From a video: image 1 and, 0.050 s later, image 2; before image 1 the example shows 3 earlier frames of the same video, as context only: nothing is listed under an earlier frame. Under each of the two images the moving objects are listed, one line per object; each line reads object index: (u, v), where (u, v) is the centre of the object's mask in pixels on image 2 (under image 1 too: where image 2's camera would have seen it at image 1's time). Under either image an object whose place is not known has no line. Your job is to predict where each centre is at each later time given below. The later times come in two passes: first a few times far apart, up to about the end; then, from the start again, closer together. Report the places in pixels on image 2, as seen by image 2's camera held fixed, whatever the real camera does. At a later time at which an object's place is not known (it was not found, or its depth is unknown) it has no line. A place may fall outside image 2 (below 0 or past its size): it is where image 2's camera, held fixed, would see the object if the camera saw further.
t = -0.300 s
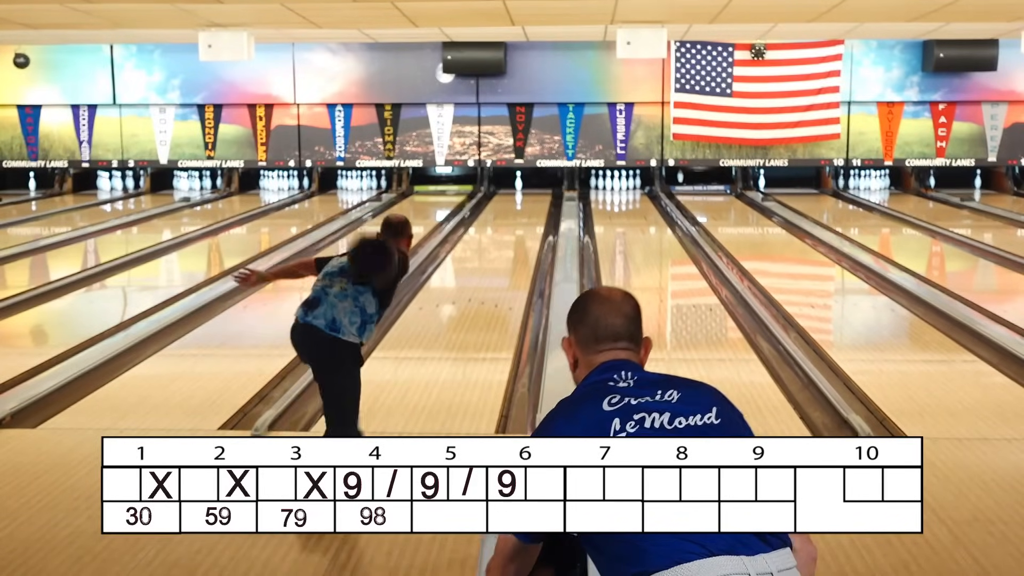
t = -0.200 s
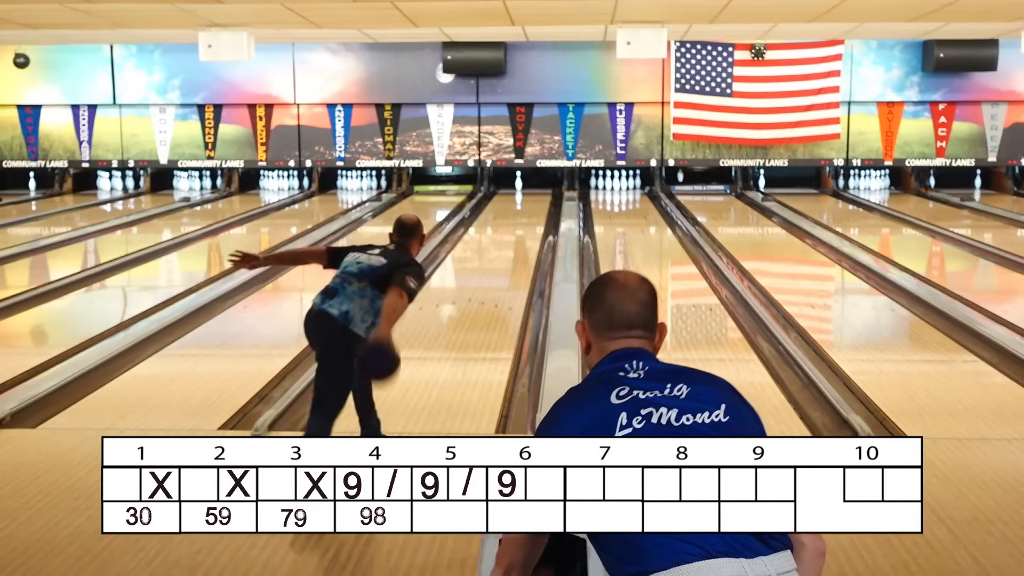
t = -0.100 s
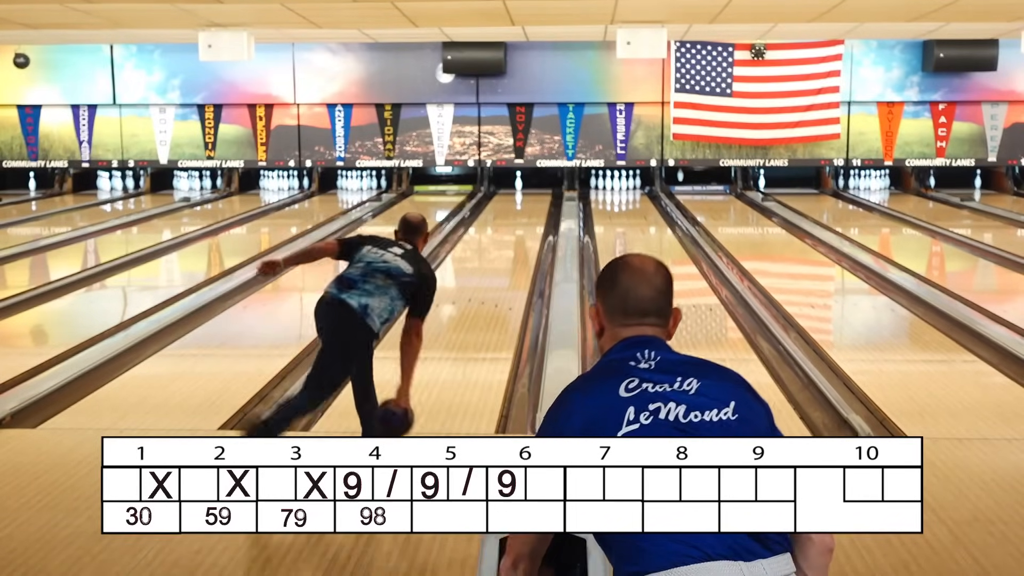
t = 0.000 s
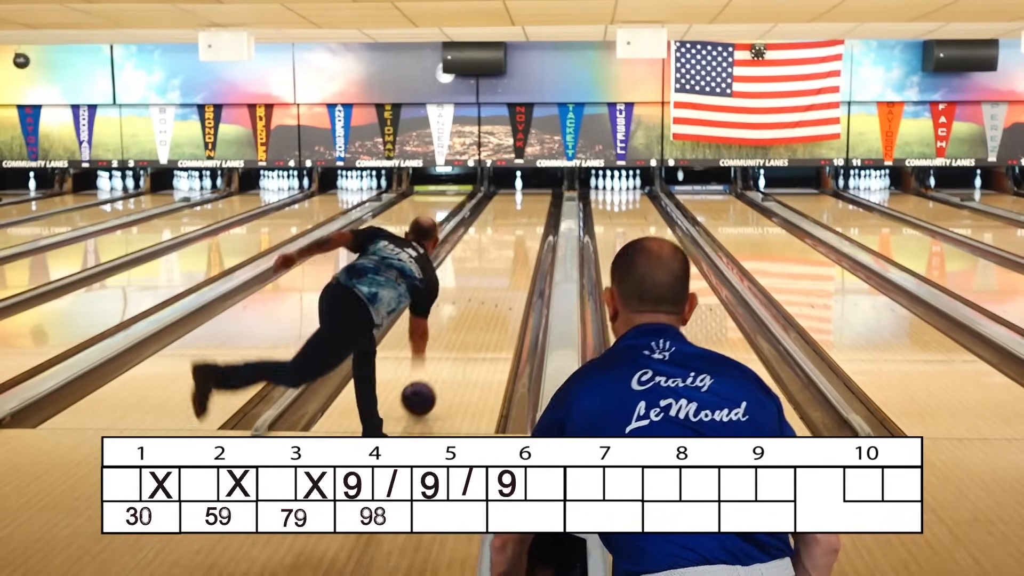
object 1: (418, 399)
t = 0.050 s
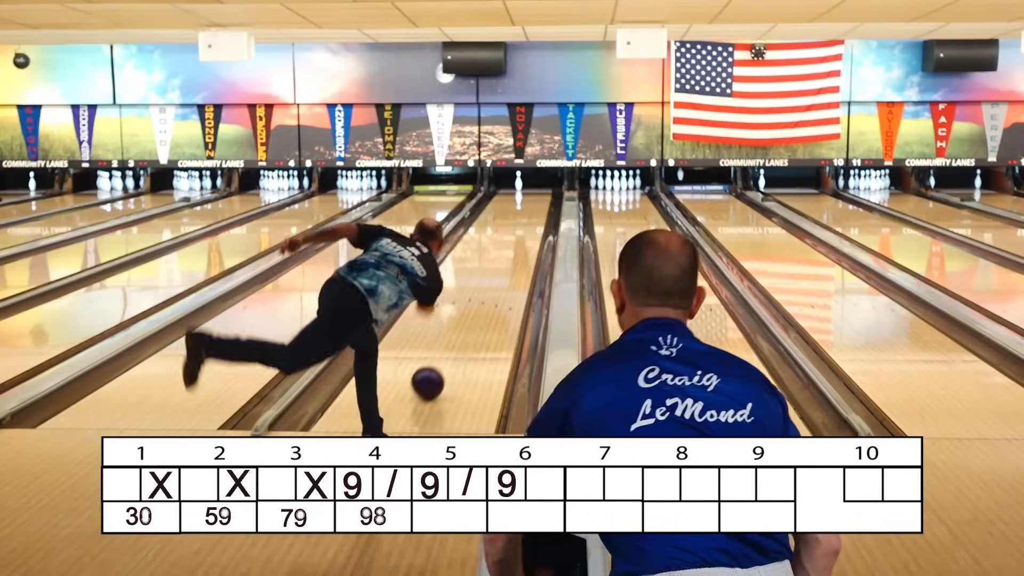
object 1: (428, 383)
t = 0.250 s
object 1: (456, 328)
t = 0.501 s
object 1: (479, 283)
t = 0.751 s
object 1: (494, 253)
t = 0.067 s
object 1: (431, 377)
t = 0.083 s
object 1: (433, 373)
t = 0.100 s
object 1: (436, 367)
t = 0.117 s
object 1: (439, 362)
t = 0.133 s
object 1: (441, 358)
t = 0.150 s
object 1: (443, 353)
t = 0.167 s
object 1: (446, 349)
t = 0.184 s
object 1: (448, 344)
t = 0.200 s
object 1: (450, 340)
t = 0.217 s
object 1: (452, 336)
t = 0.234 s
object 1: (454, 332)
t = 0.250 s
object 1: (456, 328)
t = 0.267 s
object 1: (458, 325)
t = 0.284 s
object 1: (460, 321)
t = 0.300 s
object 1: (462, 318)
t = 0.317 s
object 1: (463, 314)
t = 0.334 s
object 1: (465, 311)
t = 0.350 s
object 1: (466, 309)
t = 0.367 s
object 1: (466, 307)
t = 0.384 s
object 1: (464, 306)
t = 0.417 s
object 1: (477, 291)
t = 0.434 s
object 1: (477, 291)
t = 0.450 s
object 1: (476, 290)
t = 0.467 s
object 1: (476, 288)
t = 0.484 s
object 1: (477, 285)
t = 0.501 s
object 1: (479, 283)
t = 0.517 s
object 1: (480, 281)
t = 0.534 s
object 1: (481, 278)
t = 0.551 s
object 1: (482, 276)
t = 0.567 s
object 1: (483, 274)
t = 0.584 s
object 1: (484, 272)
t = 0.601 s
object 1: (485, 270)
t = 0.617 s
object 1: (486, 268)
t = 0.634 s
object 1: (487, 266)
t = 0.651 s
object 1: (488, 264)
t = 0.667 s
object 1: (489, 262)
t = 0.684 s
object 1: (490, 260)
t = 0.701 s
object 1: (491, 258)
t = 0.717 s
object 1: (492, 257)
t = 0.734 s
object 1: (493, 255)
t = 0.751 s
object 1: (494, 253)
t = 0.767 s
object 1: (494, 252)
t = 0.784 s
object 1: (495, 250)
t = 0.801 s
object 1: (496, 249)
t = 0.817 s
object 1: (497, 247)
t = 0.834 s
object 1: (497, 246)
